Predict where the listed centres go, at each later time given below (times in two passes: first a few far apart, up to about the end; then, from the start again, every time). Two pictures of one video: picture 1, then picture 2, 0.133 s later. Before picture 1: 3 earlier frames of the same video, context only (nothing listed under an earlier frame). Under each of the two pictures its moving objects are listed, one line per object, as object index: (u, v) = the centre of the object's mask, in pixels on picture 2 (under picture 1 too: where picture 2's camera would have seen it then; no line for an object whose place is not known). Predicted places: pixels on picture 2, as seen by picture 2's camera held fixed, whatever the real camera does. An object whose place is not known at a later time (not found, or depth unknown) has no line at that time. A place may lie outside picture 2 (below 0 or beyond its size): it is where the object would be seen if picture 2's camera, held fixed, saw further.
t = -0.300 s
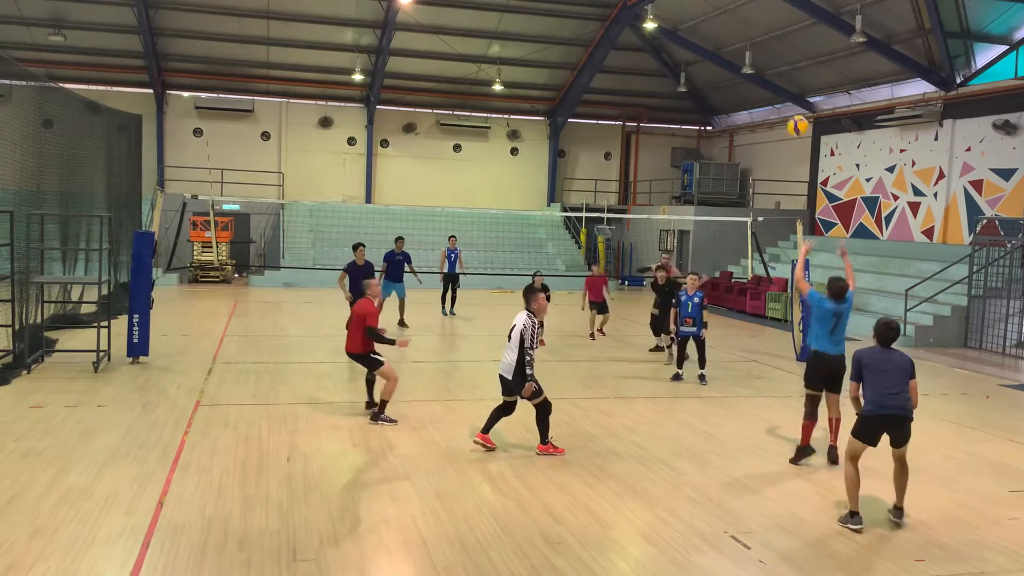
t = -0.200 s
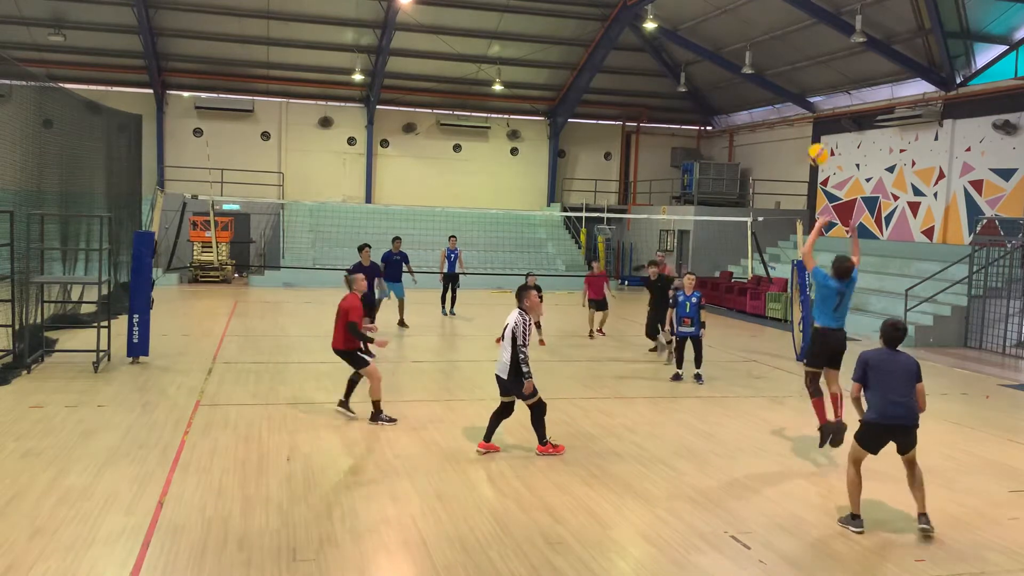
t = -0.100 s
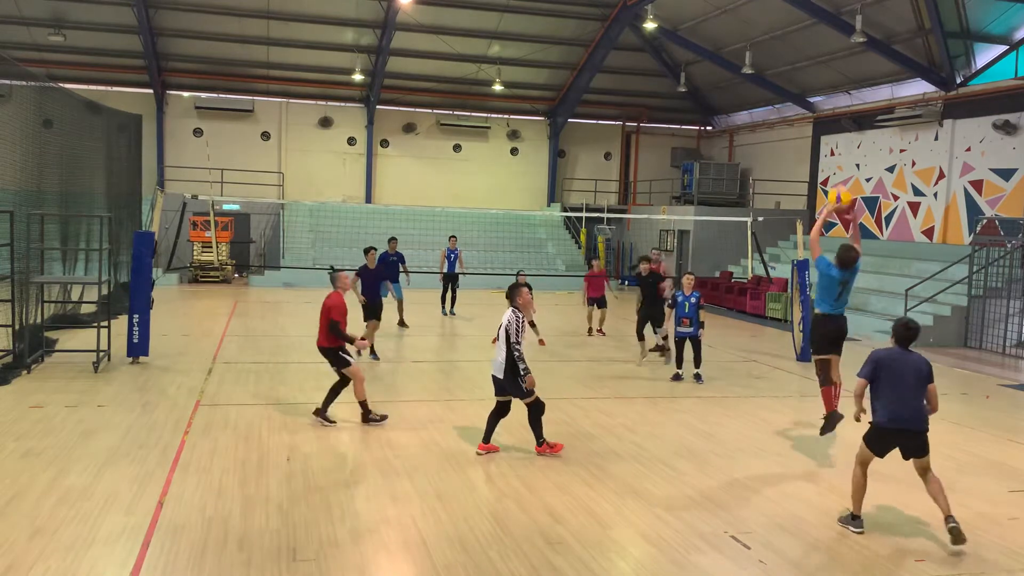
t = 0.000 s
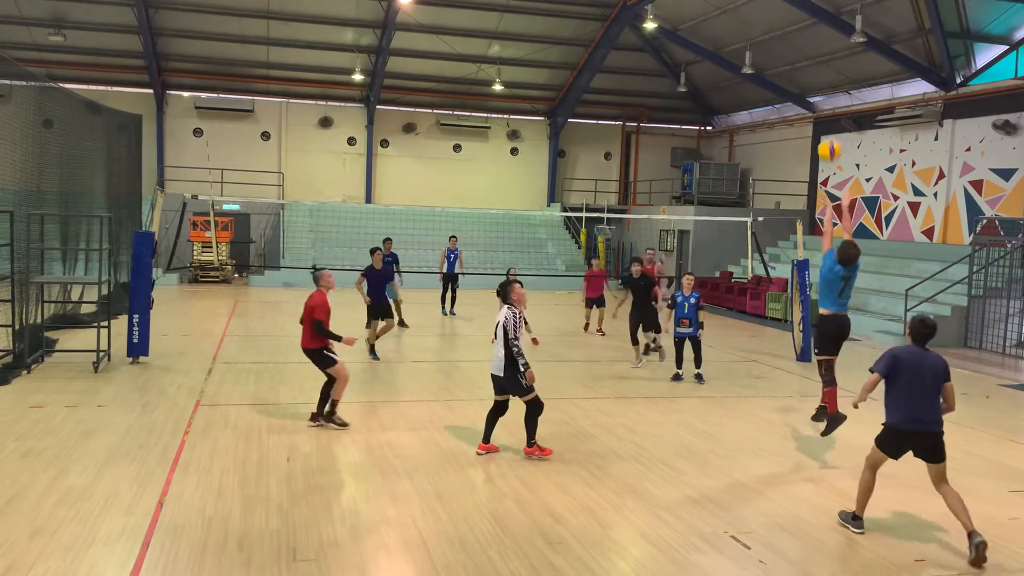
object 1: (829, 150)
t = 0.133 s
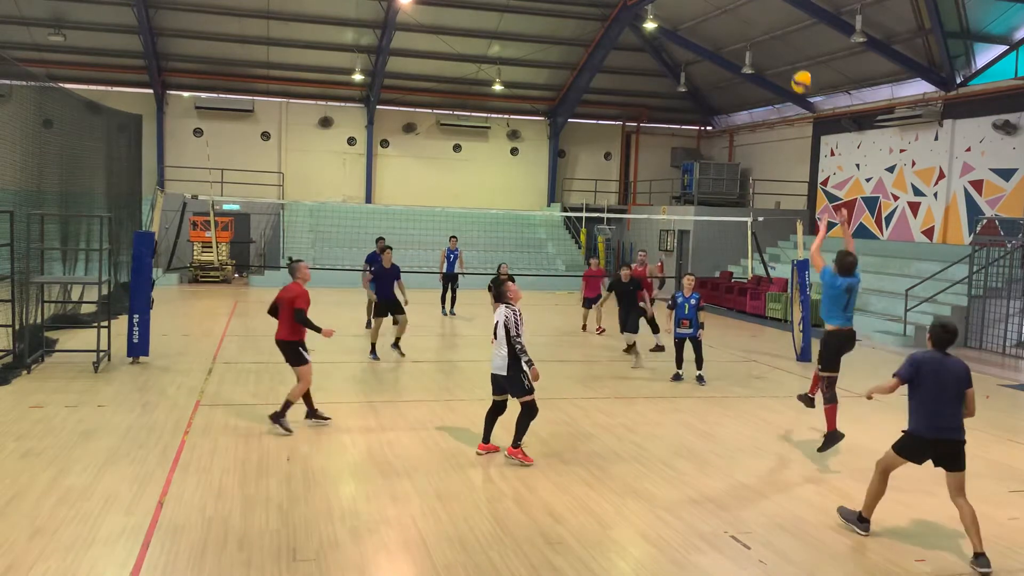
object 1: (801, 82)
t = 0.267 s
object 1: (777, 37)
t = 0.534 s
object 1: (734, 7)
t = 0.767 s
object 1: (700, 28)
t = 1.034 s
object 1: (664, 99)
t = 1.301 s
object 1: (631, 206)
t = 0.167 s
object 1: (795, 69)
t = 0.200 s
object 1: (789, 56)
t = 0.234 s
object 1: (783, 46)
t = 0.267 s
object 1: (777, 37)
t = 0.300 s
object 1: (771, 28)
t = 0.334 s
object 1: (765, 22)
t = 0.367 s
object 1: (760, 16)
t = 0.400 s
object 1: (755, 12)
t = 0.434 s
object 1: (749, 9)
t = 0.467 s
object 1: (745, 8)
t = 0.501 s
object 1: (739, 7)
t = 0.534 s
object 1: (734, 7)
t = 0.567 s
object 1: (730, 7)
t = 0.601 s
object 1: (724, 7)
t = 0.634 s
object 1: (718, 9)
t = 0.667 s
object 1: (714, 13)
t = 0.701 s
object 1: (709, 17)
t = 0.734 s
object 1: (705, 22)
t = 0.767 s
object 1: (700, 28)
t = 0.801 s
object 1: (696, 34)
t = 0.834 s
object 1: (691, 42)
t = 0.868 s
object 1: (686, 50)
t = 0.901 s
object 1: (682, 59)
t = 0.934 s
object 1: (677, 68)
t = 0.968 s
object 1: (673, 78)
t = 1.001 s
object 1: (669, 88)
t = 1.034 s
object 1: (664, 99)
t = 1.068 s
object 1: (660, 111)
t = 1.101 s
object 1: (656, 123)
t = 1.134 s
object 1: (651, 136)
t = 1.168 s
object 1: (648, 148)
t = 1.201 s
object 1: (644, 162)
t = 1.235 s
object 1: (639, 178)
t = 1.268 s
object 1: (635, 191)
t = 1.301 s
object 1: (631, 206)
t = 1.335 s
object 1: (627, 221)
